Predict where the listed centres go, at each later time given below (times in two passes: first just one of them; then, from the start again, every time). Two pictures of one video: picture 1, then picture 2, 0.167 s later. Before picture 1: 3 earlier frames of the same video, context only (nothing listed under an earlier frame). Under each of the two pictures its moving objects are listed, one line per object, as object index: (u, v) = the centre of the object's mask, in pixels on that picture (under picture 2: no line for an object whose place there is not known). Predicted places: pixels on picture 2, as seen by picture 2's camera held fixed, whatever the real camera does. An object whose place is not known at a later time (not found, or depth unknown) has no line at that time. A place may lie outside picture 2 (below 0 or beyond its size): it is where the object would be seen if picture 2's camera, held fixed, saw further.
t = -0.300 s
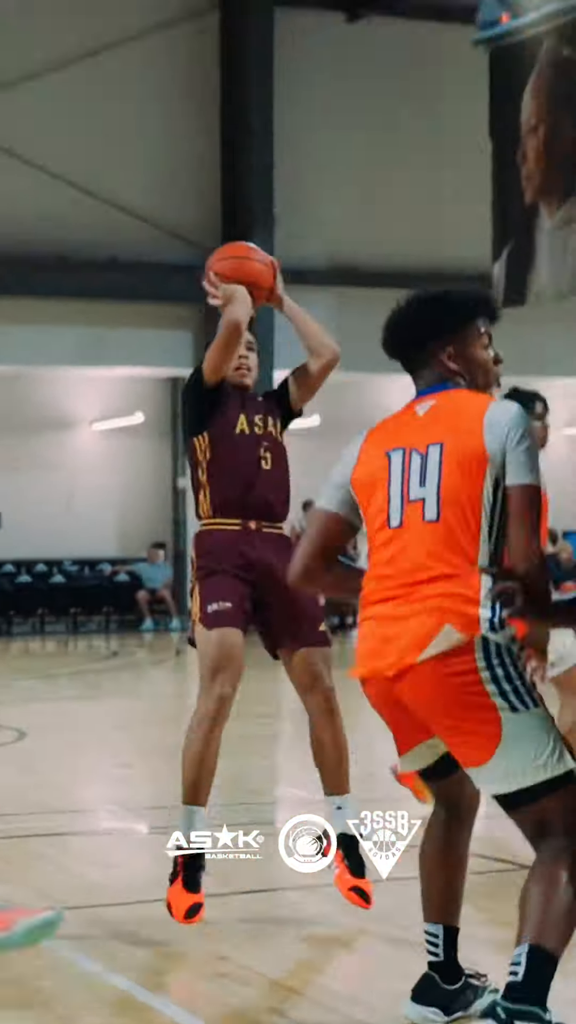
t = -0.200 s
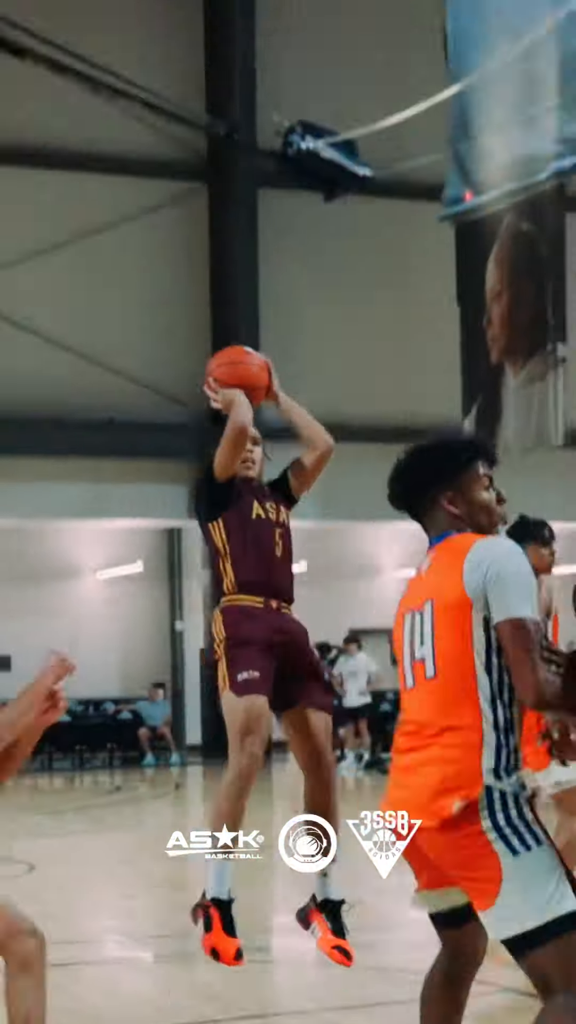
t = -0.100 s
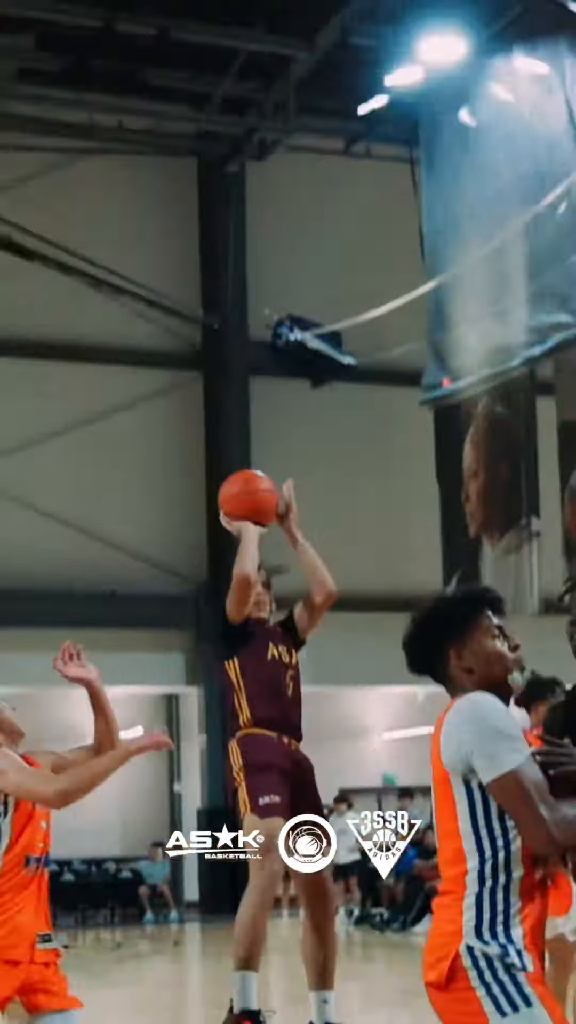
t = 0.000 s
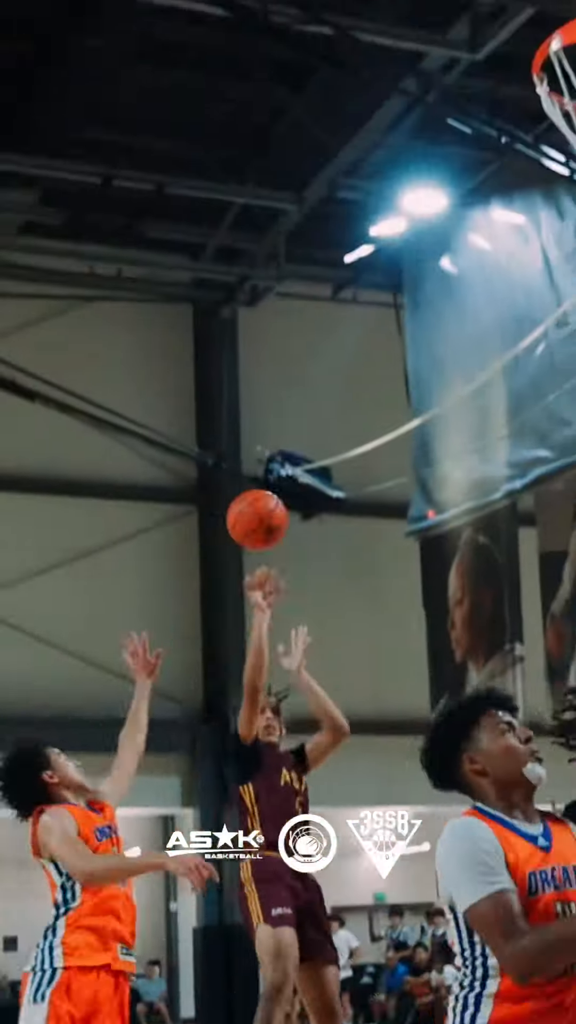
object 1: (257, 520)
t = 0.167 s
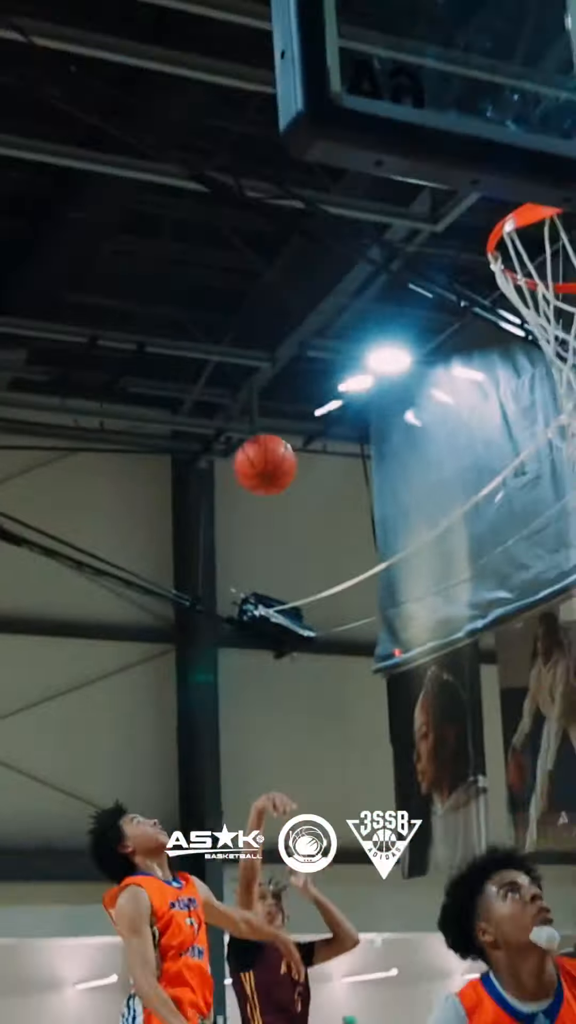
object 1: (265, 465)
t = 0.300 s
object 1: (295, 341)
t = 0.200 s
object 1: (272, 432)
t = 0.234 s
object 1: (279, 400)
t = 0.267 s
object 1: (287, 370)
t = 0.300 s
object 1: (295, 341)
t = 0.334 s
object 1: (304, 312)
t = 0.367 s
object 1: (313, 286)
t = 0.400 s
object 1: (324, 261)
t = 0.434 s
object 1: (336, 239)
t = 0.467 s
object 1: (348, 220)
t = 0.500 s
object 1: (359, 210)
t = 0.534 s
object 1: (370, 204)
